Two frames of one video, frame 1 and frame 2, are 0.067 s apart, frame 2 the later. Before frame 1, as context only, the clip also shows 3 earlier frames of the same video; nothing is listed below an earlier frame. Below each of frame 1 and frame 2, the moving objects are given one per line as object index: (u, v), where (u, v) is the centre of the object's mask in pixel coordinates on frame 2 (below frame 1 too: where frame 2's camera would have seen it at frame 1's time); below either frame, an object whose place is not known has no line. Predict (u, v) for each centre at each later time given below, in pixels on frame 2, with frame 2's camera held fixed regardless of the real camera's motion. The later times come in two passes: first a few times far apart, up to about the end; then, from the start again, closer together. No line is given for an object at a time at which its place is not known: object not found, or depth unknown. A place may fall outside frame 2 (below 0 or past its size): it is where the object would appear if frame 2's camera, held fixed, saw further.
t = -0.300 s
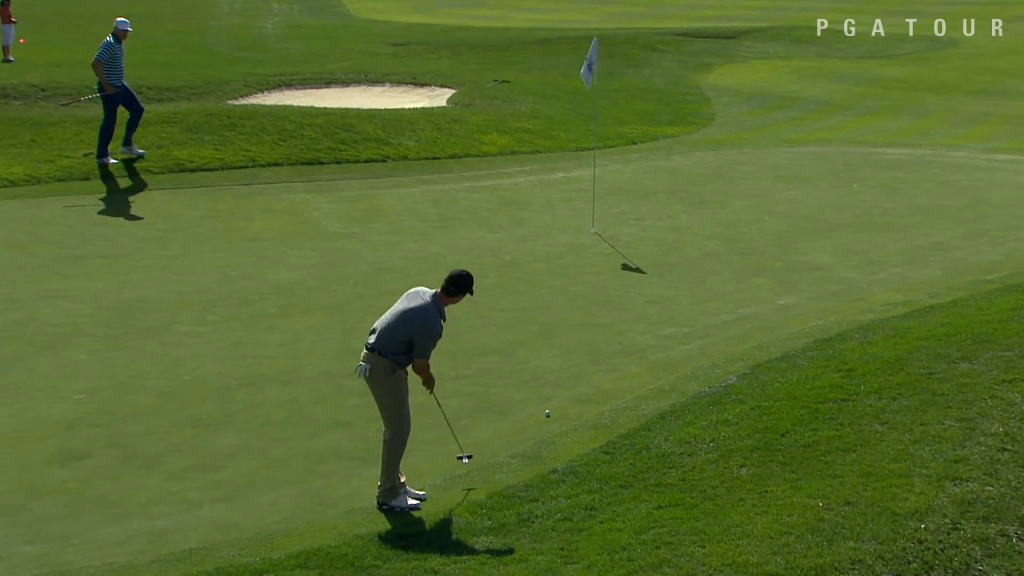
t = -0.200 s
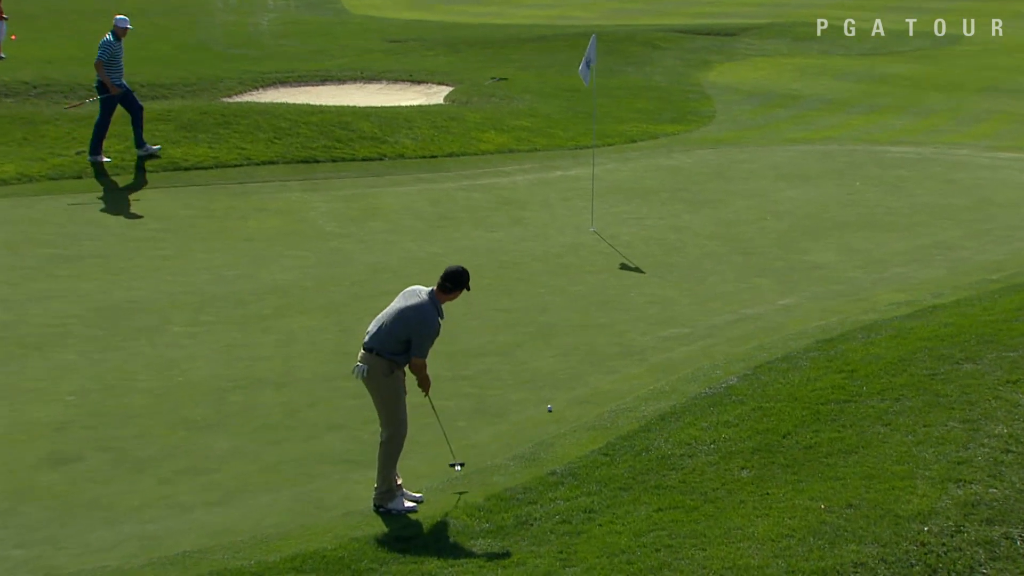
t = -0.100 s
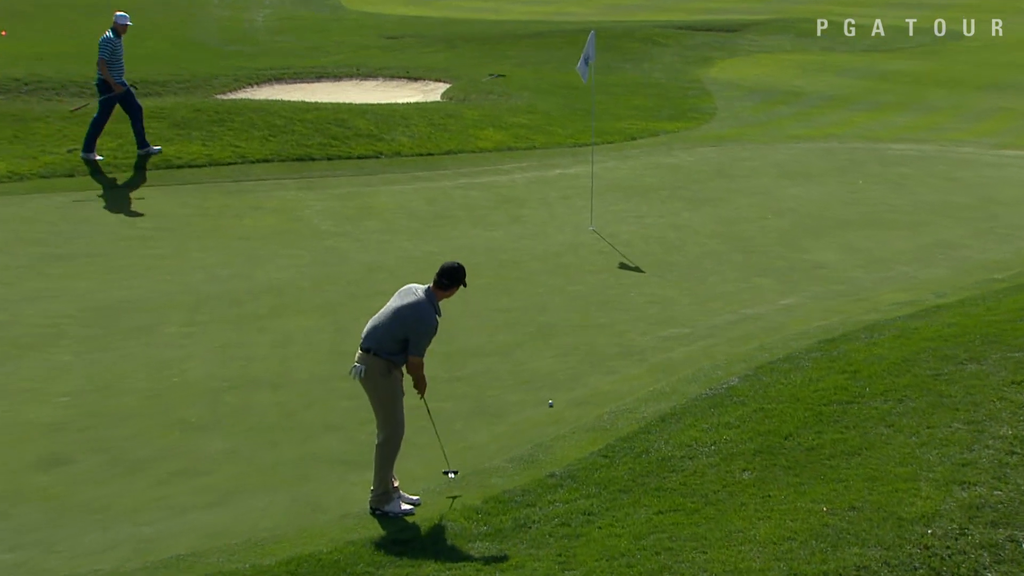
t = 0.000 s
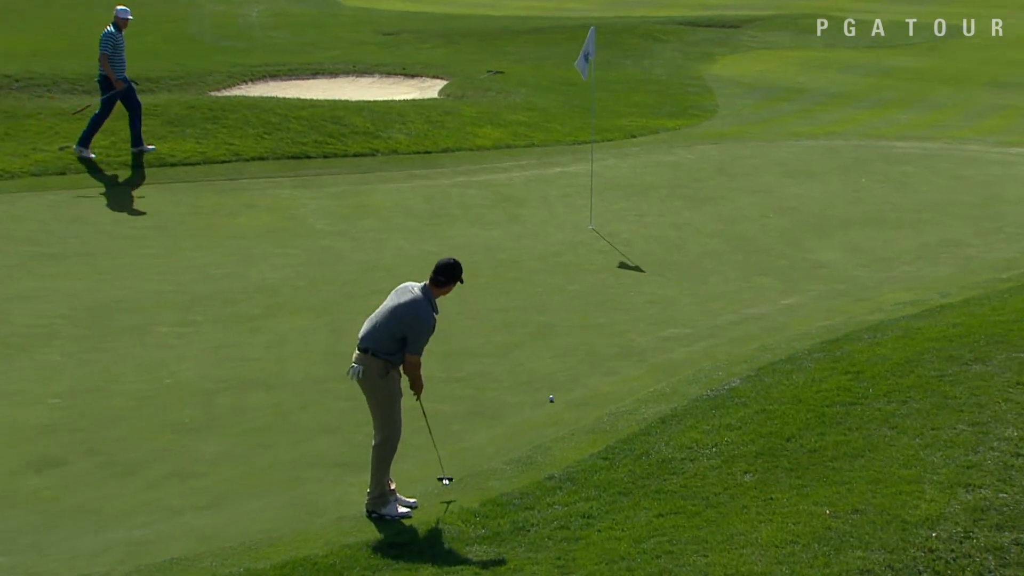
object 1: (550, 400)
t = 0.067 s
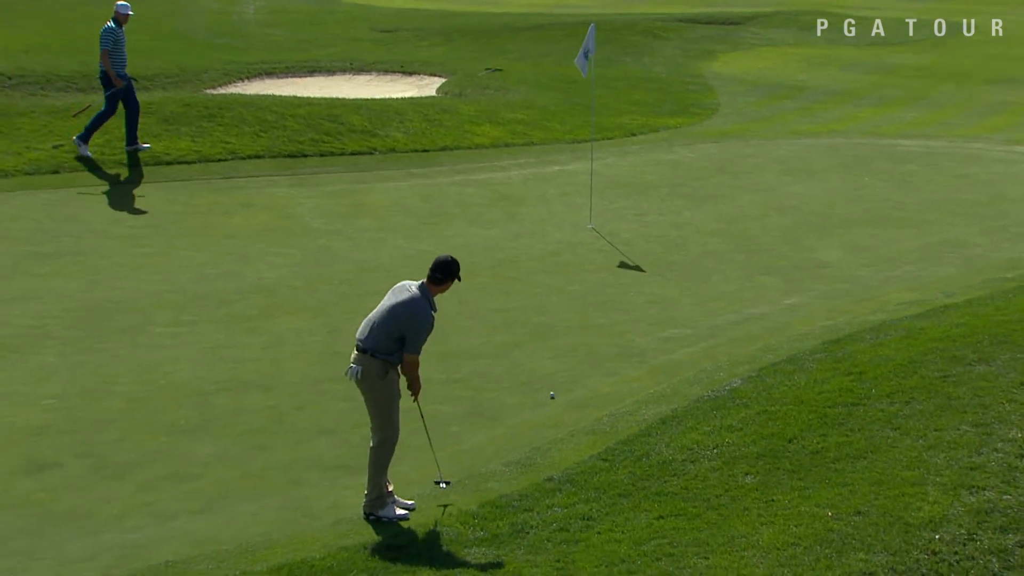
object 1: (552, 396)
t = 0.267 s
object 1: (555, 383)
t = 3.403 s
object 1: (566, 264)
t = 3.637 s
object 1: (568, 258)
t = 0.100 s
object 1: (552, 394)
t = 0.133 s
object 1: (553, 391)
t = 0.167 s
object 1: (553, 389)
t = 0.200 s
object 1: (554, 387)
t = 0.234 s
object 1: (554, 385)
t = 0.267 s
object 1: (555, 383)
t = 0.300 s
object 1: (555, 381)
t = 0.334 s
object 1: (556, 379)
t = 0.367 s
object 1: (556, 377)
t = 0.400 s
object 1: (556, 375)
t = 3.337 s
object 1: (566, 266)
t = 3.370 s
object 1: (566, 265)
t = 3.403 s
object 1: (566, 264)
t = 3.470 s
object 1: (567, 262)
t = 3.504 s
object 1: (567, 262)
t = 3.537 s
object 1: (567, 261)
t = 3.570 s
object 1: (567, 260)
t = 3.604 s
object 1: (567, 259)
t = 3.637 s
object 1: (568, 258)
